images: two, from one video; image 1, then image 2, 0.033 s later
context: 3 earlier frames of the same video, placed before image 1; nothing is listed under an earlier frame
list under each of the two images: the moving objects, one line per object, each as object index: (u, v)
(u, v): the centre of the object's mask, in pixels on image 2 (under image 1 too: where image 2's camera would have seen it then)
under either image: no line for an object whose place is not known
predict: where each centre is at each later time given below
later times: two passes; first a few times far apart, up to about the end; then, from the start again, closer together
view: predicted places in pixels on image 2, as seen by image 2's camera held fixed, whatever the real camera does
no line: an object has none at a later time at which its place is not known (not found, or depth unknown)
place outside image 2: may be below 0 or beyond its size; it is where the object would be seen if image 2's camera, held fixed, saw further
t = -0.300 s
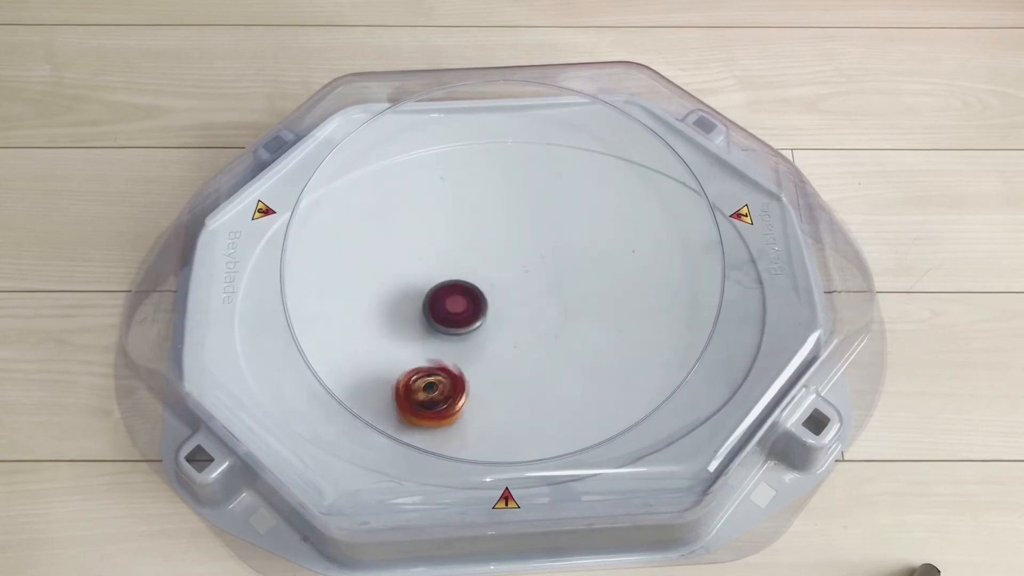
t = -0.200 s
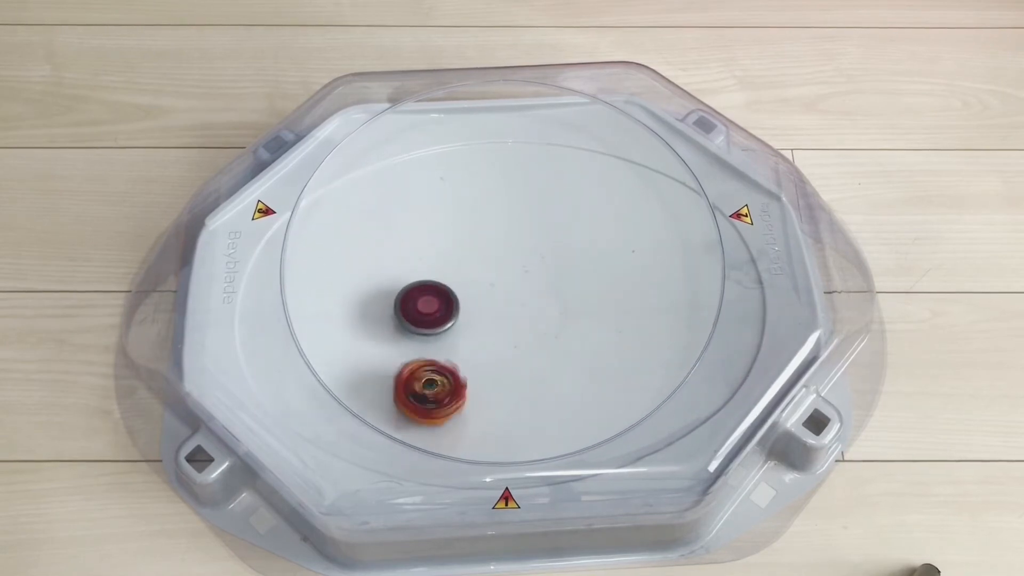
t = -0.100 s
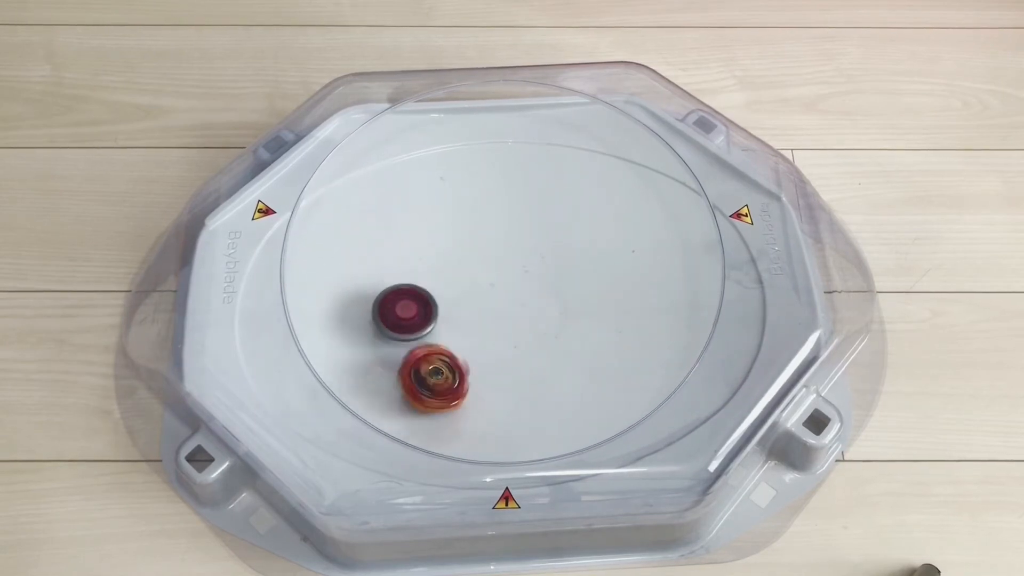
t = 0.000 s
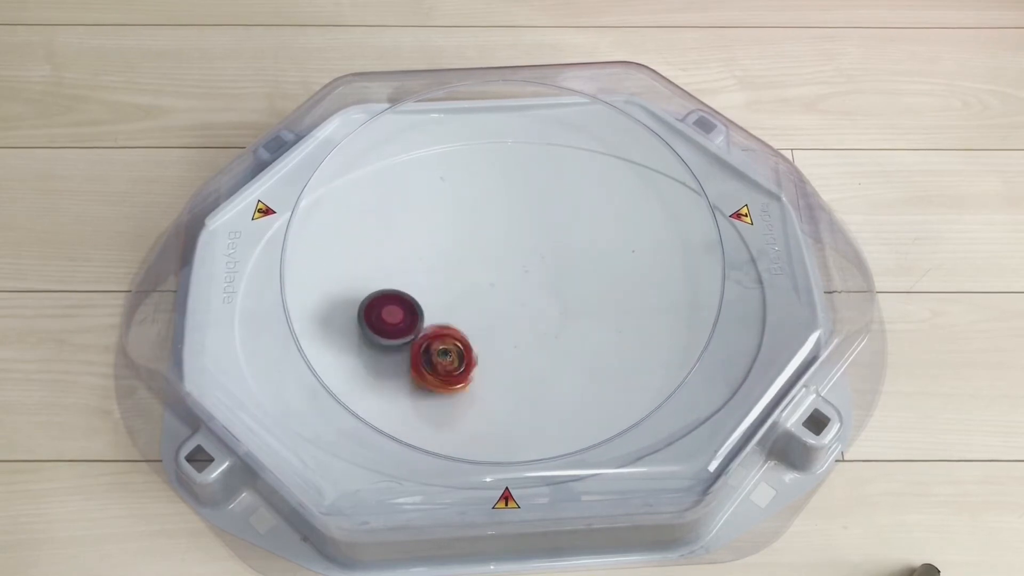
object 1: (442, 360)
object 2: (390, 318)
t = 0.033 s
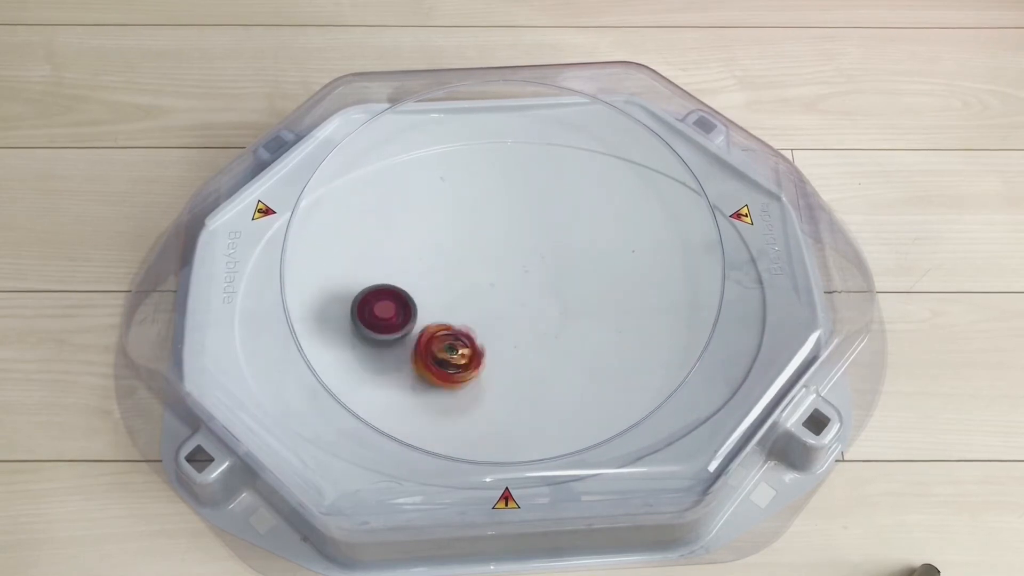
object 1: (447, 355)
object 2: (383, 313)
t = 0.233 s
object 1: (484, 320)
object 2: (360, 289)
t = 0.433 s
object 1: (526, 304)
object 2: (357, 290)
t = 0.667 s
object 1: (576, 318)
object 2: (391, 296)
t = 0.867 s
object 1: (598, 337)
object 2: (430, 292)
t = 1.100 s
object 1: (589, 339)
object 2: (513, 297)
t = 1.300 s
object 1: (576, 352)
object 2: (529, 246)
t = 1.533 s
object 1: (560, 328)
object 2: (524, 243)
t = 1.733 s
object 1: (573, 331)
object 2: (499, 225)
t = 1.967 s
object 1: (566, 330)
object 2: (480, 226)
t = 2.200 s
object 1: (543, 314)
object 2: (479, 254)
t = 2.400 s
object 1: (533, 307)
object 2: (472, 277)
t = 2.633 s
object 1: (547, 319)
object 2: (453, 290)
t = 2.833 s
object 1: (539, 329)
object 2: (439, 300)
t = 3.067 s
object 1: (548, 320)
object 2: (443, 307)
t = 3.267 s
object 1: (540, 304)
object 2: (451, 305)
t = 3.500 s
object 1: (545, 308)
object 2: (459, 301)
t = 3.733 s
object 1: (543, 307)
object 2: (471, 299)
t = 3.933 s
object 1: (545, 309)
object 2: (476, 300)
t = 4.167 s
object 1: (547, 309)
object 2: (468, 302)
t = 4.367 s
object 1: (546, 307)
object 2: (466, 304)
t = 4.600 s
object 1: (545, 307)
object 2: (464, 305)
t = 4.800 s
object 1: (545, 306)
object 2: (466, 304)
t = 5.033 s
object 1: (544, 306)
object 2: (472, 304)
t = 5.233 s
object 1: (544, 306)
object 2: (476, 305)
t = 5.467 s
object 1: (549, 307)
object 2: (472, 305)
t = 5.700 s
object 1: (547, 306)
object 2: (468, 307)
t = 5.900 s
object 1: (547, 306)
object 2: (466, 307)
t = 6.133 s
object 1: (547, 306)
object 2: (468, 304)
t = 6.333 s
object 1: (547, 306)
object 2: (473, 303)
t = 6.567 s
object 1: (547, 306)
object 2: (480, 303)
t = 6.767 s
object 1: (548, 306)
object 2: (481, 305)
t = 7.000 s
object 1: (548, 306)
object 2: (480, 308)
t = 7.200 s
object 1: (547, 306)
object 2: (478, 308)
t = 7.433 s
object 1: (548, 306)
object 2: (477, 308)
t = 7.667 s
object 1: (548, 306)
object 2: (477, 306)
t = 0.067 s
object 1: (454, 349)
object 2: (378, 307)
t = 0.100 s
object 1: (458, 343)
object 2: (375, 304)
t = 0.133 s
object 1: (462, 338)
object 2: (371, 302)
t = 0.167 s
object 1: (468, 331)
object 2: (367, 299)
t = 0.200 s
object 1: (476, 323)
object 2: (363, 293)
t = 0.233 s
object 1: (484, 320)
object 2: (360, 289)
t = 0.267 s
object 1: (489, 315)
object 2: (356, 285)
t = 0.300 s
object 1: (495, 312)
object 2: (354, 284)
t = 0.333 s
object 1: (501, 309)
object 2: (352, 285)
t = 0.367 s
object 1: (509, 306)
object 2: (352, 286)
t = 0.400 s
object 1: (518, 304)
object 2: (354, 288)
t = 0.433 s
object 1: (526, 304)
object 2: (357, 290)
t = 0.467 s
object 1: (535, 305)
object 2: (362, 292)
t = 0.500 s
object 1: (543, 307)
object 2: (367, 294)
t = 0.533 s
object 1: (550, 309)
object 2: (372, 295)
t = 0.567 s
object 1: (557, 311)
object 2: (377, 296)
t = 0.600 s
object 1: (563, 313)
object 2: (383, 297)
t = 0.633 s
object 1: (568, 315)
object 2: (387, 297)
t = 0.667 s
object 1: (576, 318)
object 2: (391, 296)
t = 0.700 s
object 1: (581, 321)
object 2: (395, 295)
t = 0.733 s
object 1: (585, 326)
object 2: (400, 293)
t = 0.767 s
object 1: (590, 328)
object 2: (403, 292)
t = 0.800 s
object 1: (594, 333)
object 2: (410, 289)
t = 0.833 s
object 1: (597, 337)
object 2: (419, 290)
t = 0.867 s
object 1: (598, 337)
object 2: (430, 292)
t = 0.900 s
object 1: (600, 339)
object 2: (442, 293)
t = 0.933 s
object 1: (601, 341)
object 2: (455, 296)
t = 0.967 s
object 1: (600, 341)
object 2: (467, 296)
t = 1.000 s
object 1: (599, 342)
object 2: (479, 295)
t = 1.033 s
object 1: (596, 341)
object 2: (490, 296)
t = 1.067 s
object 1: (593, 340)
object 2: (502, 297)
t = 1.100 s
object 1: (589, 339)
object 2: (513, 297)
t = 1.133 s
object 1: (584, 336)
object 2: (524, 298)
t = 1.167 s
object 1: (583, 338)
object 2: (532, 294)
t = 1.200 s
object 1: (584, 345)
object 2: (532, 279)
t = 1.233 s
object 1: (585, 350)
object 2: (531, 267)
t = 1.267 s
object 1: (579, 352)
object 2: (529, 256)
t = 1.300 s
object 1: (576, 352)
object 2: (529, 246)
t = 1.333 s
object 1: (571, 350)
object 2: (528, 239)
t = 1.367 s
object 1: (570, 348)
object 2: (528, 235)
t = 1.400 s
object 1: (567, 346)
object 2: (527, 234)
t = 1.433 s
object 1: (565, 343)
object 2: (526, 235)
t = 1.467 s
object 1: (561, 339)
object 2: (526, 237)
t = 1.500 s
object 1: (560, 332)
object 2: (524, 239)
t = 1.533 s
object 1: (560, 328)
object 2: (524, 243)
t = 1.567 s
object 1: (561, 322)
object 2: (524, 247)
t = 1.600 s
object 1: (560, 316)
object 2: (523, 251)
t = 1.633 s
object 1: (560, 309)
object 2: (523, 256)
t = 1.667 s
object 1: (567, 318)
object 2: (514, 243)
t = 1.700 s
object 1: (571, 326)
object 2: (506, 232)
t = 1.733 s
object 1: (573, 331)
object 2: (499, 225)
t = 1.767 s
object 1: (574, 334)
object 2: (494, 221)
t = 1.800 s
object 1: (574, 336)
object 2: (490, 219)
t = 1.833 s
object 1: (574, 336)
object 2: (487, 219)
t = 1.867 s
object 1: (573, 335)
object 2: (485, 220)
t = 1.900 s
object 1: (571, 335)
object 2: (482, 222)
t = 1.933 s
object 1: (569, 333)
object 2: (481, 224)
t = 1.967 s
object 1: (566, 330)
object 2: (480, 226)
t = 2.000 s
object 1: (566, 329)
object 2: (479, 230)
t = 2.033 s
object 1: (563, 328)
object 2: (478, 233)
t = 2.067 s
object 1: (558, 325)
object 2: (477, 237)
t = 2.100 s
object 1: (554, 321)
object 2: (478, 241)
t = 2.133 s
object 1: (551, 320)
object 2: (478, 245)
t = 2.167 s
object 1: (547, 318)
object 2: (478, 250)
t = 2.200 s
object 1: (543, 314)
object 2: (479, 254)
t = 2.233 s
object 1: (539, 310)
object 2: (479, 258)
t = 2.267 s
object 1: (535, 307)
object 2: (480, 263)
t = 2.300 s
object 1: (532, 304)
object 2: (479, 267)
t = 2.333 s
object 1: (532, 306)
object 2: (476, 270)
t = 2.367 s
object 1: (533, 307)
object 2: (474, 273)
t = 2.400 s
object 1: (533, 307)
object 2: (472, 277)
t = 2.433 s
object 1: (533, 308)
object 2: (471, 281)
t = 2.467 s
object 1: (534, 308)
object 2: (471, 285)
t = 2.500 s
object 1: (534, 308)
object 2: (471, 288)
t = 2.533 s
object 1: (534, 308)
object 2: (471, 292)
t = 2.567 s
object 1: (541, 311)
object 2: (463, 290)
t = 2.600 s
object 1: (546, 315)
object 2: (458, 289)
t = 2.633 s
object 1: (547, 319)
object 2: (453, 290)
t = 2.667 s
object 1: (547, 322)
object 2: (450, 292)
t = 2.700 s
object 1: (545, 324)
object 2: (447, 294)
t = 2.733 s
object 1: (543, 326)
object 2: (445, 295)
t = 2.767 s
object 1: (541, 327)
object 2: (442, 297)
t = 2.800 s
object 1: (540, 328)
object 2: (441, 298)
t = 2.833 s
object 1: (539, 329)
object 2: (439, 300)
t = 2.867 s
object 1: (539, 329)
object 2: (439, 301)
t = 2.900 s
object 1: (540, 328)
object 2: (439, 303)
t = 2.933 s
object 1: (542, 328)
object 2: (439, 304)
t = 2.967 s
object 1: (543, 326)
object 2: (439, 305)
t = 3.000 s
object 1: (545, 324)
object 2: (440, 306)
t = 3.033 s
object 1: (546, 323)
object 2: (441, 307)
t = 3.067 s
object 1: (548, 320)
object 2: (443, 307)
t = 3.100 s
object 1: (547, 317)
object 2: (445, 307)
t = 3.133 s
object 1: (547, 314)
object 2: (447, 308)
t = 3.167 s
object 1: (545, 311)
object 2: (448, 308)
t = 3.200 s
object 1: (544, 307)
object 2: (449, 307)
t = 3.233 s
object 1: (541, 305)
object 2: (450, 306)
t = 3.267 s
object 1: (540, 304)
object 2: (451, 305)
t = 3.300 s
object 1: (540, 304)
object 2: (451, 305)
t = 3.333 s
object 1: (540, 304)
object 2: (453, 304)
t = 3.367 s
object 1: (542, 305)
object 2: (454, 304)
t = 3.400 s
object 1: (544, 306)
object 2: (455, 303)
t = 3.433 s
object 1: (545, 308)
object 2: (456, 302)
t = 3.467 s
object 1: (545, 309)
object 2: (457, 302)
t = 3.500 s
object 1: (545, 308)
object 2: (459, 301)
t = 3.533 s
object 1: (544, 307)
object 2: (460, 300)
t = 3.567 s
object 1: (543, 305)
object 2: (462, 300)
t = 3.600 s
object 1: (542, 305)
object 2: (463, 300)
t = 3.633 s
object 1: (543, 306)
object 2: (465, 299)
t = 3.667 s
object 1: (544, 307)
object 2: (467, 299)
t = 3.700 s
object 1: (544, 307)
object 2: (469, 299)
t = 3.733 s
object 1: (543, 307)
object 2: (471, 299)
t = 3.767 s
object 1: (543, 306)
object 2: (473, 299)
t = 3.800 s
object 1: (543, 305)
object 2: (474, 299)
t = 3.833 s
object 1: (543, 306)
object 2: (476, 300)
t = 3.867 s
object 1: (544, 306)
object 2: (477, 300)
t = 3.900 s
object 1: (545, 308)
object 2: (476, 300)
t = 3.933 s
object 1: (545, 309)
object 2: (476, 300)
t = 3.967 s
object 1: (545, 308)
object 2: (477, 300)
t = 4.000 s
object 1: (544, 306)
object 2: (477, 301)
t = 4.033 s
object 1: (544, 306)
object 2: (477, 301)
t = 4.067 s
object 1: (547, 307)
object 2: (473, 301)
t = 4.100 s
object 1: (547, 309)
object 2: (471, 301)
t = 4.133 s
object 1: (547, 309)
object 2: (469, 302)
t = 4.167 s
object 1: (547, 309)
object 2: (468, 302)
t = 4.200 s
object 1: (546, 308)
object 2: (468, 302)
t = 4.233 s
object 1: (545, 306)
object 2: (467, 303)
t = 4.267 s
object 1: (543, 305)
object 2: (467, 303)
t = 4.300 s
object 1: (543, 305)
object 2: (466, 303)
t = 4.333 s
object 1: (545, 306)
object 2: (466, 304)
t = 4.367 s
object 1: (546, 307)
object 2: (466, 304)
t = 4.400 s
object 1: (546, 307)
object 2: (465, 304)
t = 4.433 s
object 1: (545, 306)
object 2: (465, 305)
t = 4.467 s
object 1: (544, 306)
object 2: (465, 305)
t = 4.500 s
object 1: (544, 305)
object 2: (464, 305)
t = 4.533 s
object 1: (545, 306)
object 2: (464, 305)
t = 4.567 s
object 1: (545, 307)
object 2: (464, 305)
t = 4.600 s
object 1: (545, 307)
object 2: (464, 305)
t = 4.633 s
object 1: (545, 306)
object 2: (464, 305)
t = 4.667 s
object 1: (544, 306)
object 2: (464, 304)
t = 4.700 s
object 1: (544, 306)
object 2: (465, 304)
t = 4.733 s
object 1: (544, 306)
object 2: (465, 304)
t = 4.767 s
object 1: (544, 306)
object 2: (465, 304)
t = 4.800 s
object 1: (545, 306)
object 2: (466, 304)
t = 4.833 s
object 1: (545, 306)
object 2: (466, 304)
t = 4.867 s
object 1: (545, 307)
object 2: (467, 304)
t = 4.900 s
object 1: (545, 306)
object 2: (467, 304)
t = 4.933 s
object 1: (545, 306)
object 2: (468, 304)
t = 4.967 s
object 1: (545, 306)
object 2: (469, 303)
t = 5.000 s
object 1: (544, 306)
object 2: (470, 303)
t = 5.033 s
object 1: (544, 306)
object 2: (472, 304)
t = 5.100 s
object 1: (544, 306)
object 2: (472, 304)
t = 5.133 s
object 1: (544, 306)
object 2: (474, 304)
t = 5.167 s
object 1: (544, 306)
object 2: (475, 304)
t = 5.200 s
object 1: (544, 306)
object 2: (476, 304)
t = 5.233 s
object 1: (544, 306)
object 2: (476, 305)
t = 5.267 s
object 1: (544, 306)
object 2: (477, 305)
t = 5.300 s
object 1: (545, 306)
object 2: (478, 305)
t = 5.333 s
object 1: (545, 306)
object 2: (479, 306)
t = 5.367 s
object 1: (545, 307)
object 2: (480, 306)
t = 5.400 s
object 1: (548, 307)
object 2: (476, 306)
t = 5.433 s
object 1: (549, 307)
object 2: (474, 305)
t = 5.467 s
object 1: (549, 307)
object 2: (472, 305)
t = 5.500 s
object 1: (548, 306)
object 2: (471, 306)
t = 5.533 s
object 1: (546, 305)
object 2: (471, 306)
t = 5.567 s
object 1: (547, 306)
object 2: (470, 307)
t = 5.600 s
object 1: (548, 306)
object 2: (469, 307)
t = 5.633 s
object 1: (548, 306)
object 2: (469, 307)
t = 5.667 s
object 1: (547, 306)
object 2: (468, 307)
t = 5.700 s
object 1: (547, 306)
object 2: (468, 307)
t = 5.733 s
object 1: (547, 306)
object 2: (468, 307)
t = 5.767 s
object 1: (548, 306)
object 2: (467, 307)
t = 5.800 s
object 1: (548, 306)
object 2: (467, 307)
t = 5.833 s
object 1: (547, 306)
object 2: (466, 307)
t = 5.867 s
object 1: (547, 306)
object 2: (466, 307)
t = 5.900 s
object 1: (547, 306)
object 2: (466, 307)
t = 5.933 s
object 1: (547, 306)
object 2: (466, 306)
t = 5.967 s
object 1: (547, 306)
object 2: (466, 306)
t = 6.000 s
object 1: (547, 306)
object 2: (466, 306)
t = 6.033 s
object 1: (548, 306)
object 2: (467, 305)
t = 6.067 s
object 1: (547, 306)
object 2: (467, 305)
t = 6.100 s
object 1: (547, 306)
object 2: (468, 305)
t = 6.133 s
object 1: (547, 306)
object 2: (468, 304)
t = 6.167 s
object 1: (547, 306)
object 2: (469, 304)
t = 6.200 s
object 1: (547, 306)
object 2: (469, 304)
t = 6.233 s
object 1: (547, 306)
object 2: (470, 303)
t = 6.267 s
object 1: (547, 306)
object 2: (471, 303)
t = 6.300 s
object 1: (547, 306)
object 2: (472, 303)
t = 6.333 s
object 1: (547, 306)
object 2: (473, 303)
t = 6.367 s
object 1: (547, 306)
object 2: (474, 303)
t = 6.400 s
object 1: (547, 306)
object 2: (475, 303)
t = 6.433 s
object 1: (547, 306)
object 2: (476, 303)
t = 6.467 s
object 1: (548, 306)
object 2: (477, 303)
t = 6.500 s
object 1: (548, 306)
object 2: (478, 303)
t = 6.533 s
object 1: (548, 306)
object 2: (479, 303)
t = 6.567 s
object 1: (547, 306)
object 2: (480, 303)
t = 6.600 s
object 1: (547, 306)
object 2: (481, 304)
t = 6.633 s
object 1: (547, 306)
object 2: (482, 304)
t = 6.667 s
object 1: (548, 306)
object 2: (482, 305)
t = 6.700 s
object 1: (548, 306)
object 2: (482, 305)
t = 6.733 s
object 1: (548, 306)
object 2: (481, 305)
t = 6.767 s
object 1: (548, 306)
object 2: (481, 305)
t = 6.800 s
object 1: (547, 305)
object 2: (481, 306)
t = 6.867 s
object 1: (547, 306)
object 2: (481, 306)
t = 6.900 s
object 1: (547, 306)
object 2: (481, 306)
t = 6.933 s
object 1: (548, 306)
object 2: (480, 307)
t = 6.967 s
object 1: (548, 306)
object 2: (480, 307)
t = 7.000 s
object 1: (548, 306)
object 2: (480, 308)
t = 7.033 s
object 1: (548, 306)
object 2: (480, 308)
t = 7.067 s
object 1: (548, 306)
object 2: (479, 308)
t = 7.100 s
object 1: (548, 306)
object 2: (479, 308)
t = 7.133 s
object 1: (547, 306)
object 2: (479, 308)
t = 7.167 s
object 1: (547, 306)
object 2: (479, 308)
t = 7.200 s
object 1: (547, 306)
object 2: (478, 308)
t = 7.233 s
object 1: (547, 306)
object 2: (478, 308)
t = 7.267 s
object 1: (547, 306)
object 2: (477, 309)
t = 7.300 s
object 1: (547, 306)
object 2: (477, 308)
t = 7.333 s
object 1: (547, 306)
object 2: (477, 308)
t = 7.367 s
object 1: (548, 306)
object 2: (477, 308)
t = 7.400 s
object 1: (548, 306)
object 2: (477, 308)
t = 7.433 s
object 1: (548, 306)
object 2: (477, 308)
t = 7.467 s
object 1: (548, 306)
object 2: (477, 307)
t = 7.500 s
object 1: (548, 306)
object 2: (477, 307)
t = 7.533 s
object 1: (548, 306)
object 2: (477, 307)
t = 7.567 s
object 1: (548, 306)
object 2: (477, 307)
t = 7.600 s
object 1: (548, 306)
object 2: (477, 307)
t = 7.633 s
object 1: (548, 306)
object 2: (477, 306)
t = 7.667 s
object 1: (548, 306)
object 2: (477, 306)
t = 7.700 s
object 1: (548, 306)
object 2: (478, 306)
